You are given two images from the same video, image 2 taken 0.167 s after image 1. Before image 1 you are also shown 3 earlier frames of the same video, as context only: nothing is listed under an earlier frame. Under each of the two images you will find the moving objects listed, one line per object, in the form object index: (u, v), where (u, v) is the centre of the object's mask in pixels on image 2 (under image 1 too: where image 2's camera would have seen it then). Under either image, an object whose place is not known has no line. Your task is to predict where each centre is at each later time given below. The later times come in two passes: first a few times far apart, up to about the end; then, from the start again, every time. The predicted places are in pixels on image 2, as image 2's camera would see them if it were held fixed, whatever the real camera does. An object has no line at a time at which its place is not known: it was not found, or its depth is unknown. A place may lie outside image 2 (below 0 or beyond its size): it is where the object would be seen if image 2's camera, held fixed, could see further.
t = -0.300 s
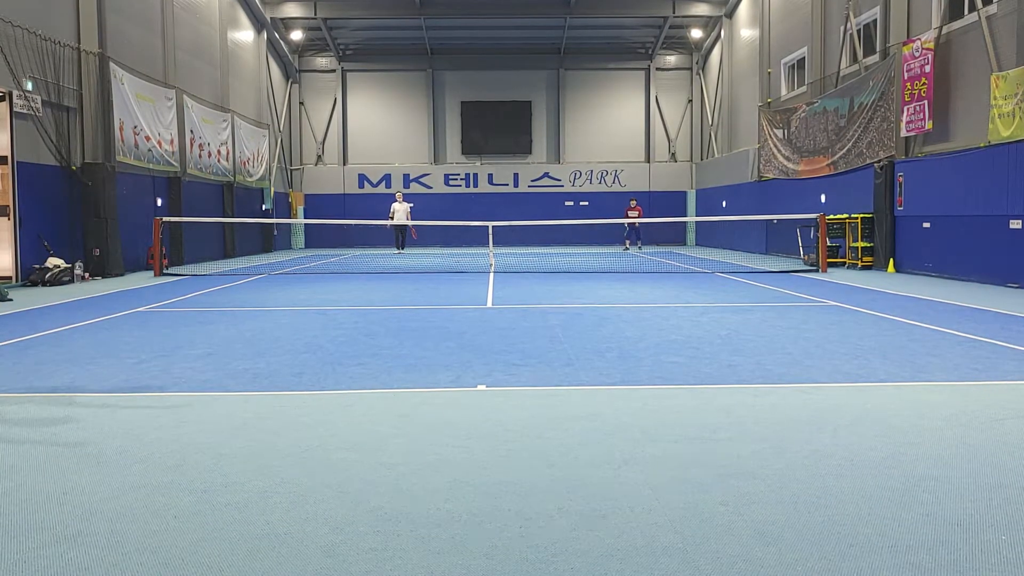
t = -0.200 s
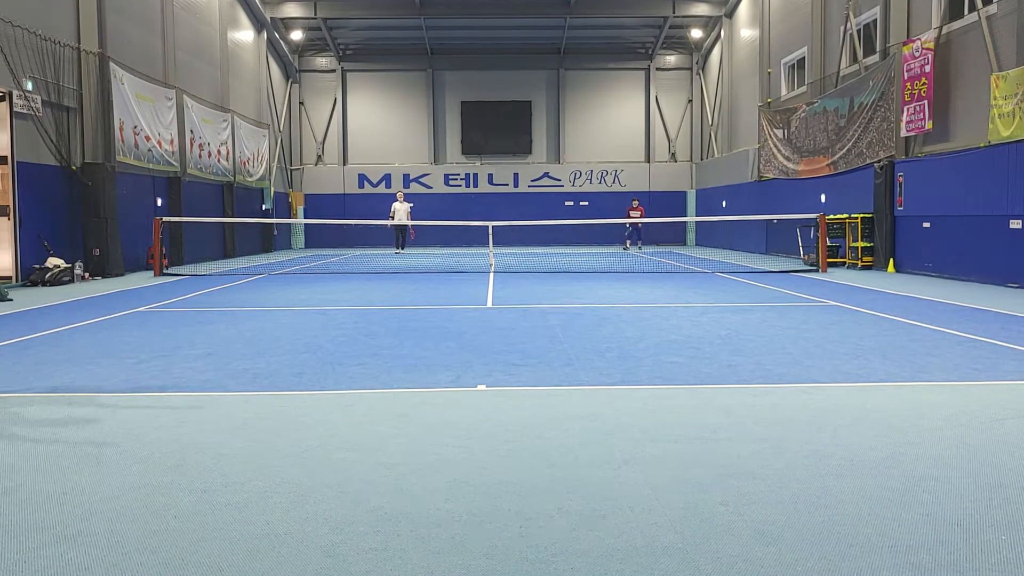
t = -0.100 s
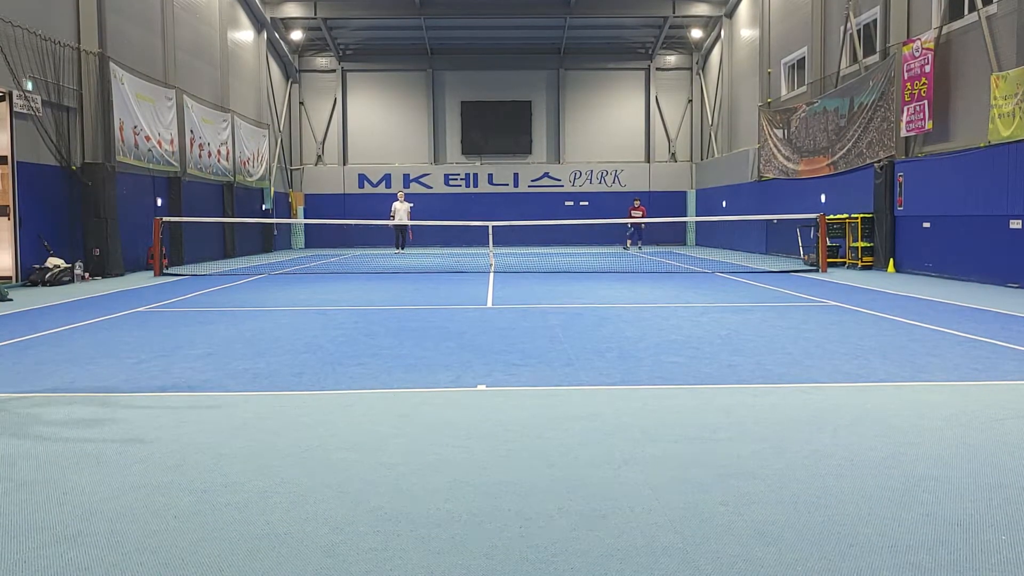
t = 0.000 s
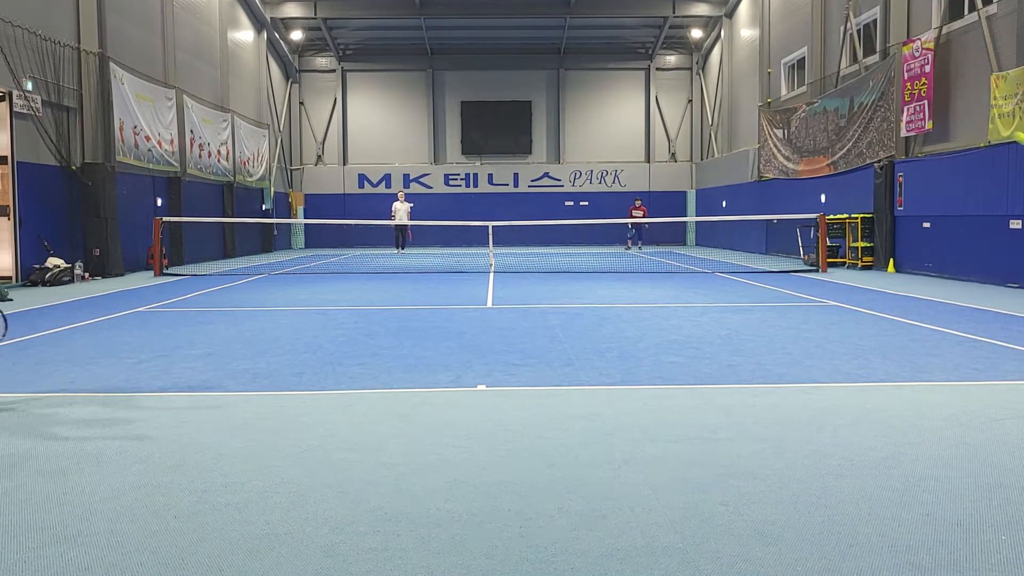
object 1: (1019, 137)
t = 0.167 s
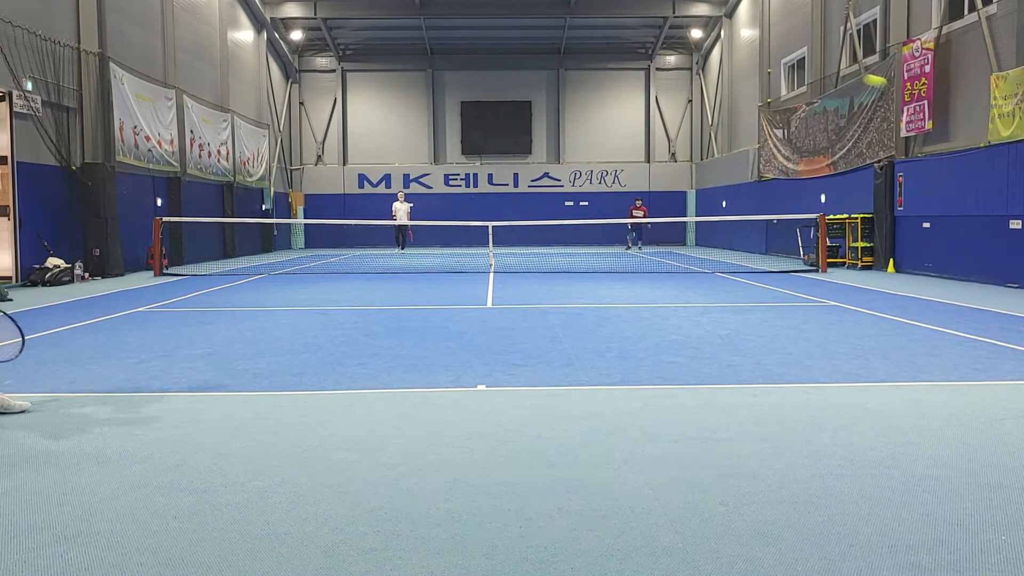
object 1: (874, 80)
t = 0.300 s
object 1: (752, 63)
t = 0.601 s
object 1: (468, 123)
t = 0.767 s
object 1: (311, 214)
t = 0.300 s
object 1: (752, 63)
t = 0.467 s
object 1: (594, 79)
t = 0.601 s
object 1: (468, 123)
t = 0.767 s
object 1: (311, 214)
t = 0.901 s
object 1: (183, 320)
